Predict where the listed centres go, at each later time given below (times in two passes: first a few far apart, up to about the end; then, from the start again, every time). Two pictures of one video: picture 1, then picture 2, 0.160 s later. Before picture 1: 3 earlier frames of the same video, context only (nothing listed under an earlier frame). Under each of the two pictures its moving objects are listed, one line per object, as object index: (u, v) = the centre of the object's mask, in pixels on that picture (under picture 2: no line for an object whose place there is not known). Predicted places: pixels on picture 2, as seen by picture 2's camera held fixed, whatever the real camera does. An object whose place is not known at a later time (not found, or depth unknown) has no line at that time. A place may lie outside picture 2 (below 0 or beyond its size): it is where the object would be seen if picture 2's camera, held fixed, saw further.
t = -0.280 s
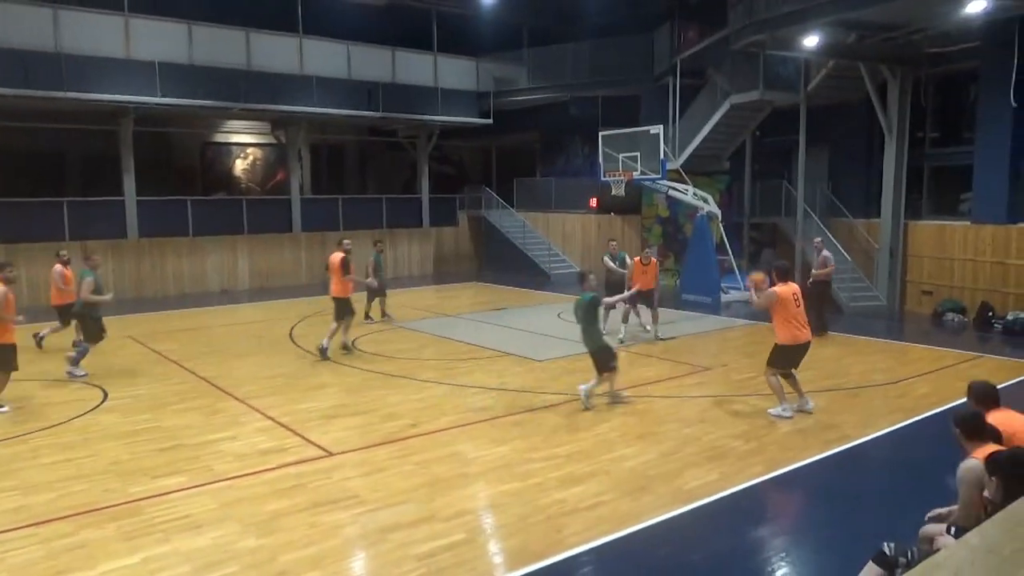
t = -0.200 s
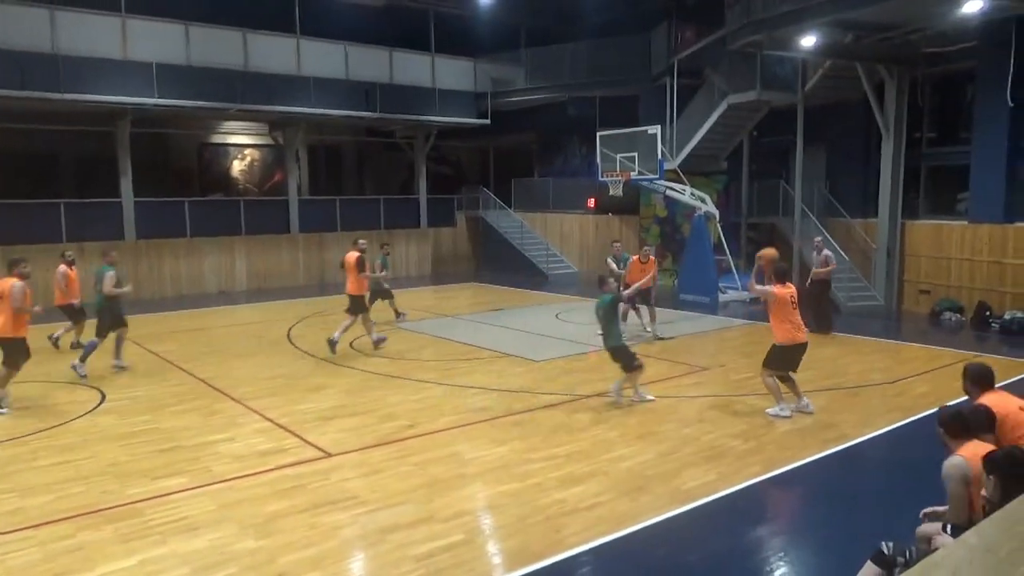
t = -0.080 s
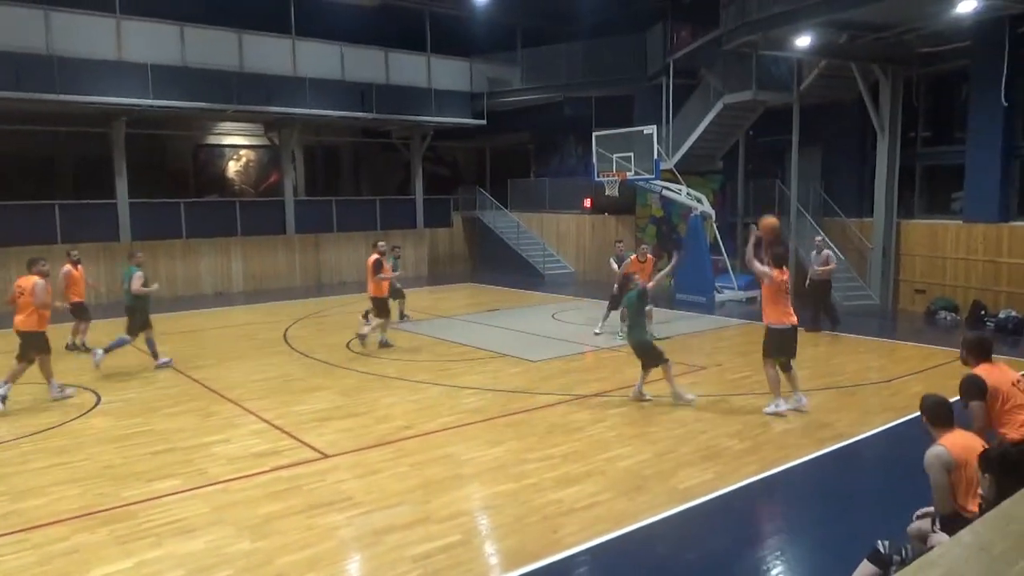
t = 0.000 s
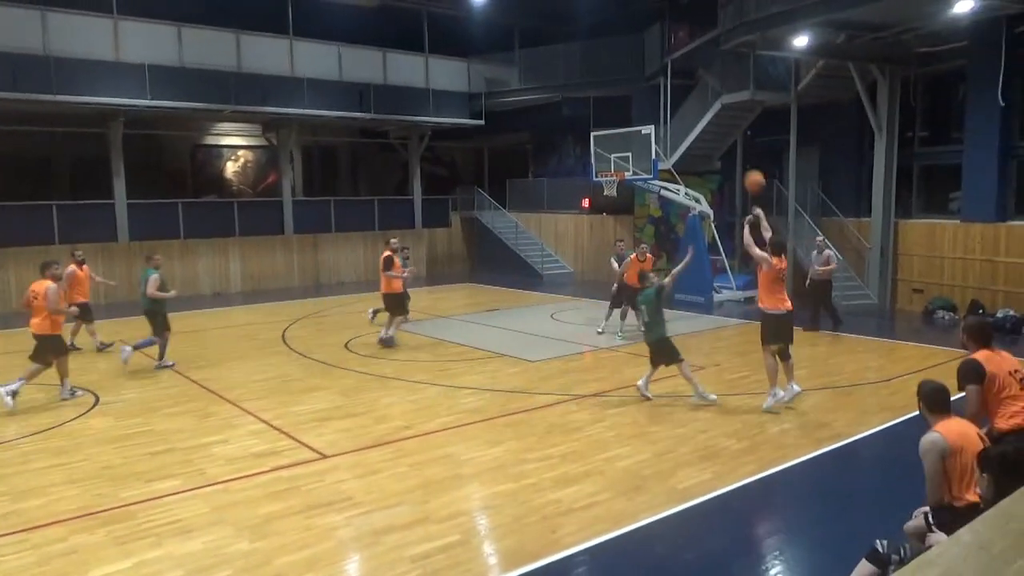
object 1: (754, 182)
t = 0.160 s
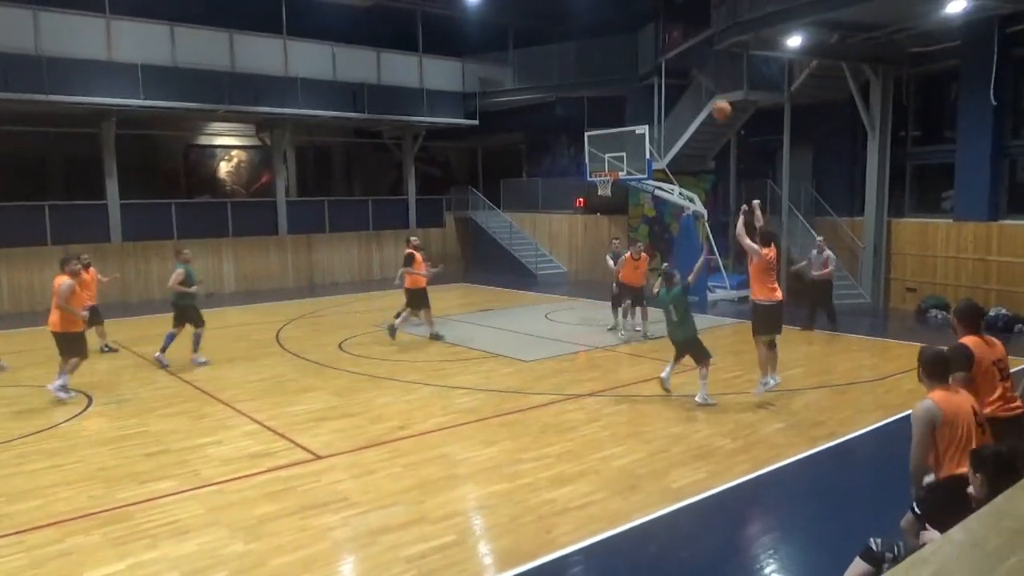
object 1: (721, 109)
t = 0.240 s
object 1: (709, 85)
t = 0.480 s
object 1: (677, 44)
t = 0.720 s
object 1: (651, 45)
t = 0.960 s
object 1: (630, 78)
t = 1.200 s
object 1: (608, 132)
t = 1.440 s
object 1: (590, 167)
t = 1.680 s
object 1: (564, 181)
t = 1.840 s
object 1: (545, 208)
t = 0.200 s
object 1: (715, 95)
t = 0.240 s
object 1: (709, 85)
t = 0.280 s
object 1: (703, 74)
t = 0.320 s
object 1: (698, 66)
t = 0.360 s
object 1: (692, 58)
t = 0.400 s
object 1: (687, 52)
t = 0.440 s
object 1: (682, 48)
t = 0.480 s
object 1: (677, 44)
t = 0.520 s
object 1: (672, 42)
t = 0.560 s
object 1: (668, 41)
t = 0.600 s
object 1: (663, 41)
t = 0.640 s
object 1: (659, 41)
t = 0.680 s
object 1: (657, 43)
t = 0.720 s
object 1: (651, 45)
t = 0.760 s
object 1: (647, 48)
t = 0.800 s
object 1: (645, 54)
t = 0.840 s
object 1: (642, 58)
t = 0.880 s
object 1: (637, 64)
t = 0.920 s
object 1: (632, 71)
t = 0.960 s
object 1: (630, 78)
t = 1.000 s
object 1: (625, 85)
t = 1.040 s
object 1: (621, 94)
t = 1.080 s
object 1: (618, 103)
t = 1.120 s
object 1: (615, 113)
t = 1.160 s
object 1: (612, 122)
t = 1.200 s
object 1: (608, 132)
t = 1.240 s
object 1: (606, 143)
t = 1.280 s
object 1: (603, 153)
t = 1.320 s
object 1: (599, 167)
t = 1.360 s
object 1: (598, 169)
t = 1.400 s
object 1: (595, 168)
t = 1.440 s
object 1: (590, 167)
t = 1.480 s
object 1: (585, 168)
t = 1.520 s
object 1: (581, 169)
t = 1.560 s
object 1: (577, 170)
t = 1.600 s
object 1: (573, 173)
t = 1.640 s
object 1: (568, 176)
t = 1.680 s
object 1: (564, 181)
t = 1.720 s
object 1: (559, 186)
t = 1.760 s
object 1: (554, 193)
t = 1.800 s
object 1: (549, 200)
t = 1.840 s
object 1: (545, 208)
